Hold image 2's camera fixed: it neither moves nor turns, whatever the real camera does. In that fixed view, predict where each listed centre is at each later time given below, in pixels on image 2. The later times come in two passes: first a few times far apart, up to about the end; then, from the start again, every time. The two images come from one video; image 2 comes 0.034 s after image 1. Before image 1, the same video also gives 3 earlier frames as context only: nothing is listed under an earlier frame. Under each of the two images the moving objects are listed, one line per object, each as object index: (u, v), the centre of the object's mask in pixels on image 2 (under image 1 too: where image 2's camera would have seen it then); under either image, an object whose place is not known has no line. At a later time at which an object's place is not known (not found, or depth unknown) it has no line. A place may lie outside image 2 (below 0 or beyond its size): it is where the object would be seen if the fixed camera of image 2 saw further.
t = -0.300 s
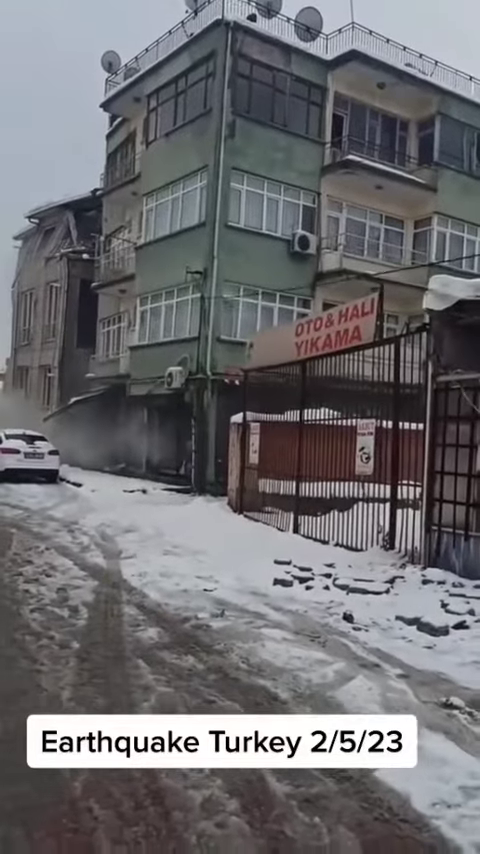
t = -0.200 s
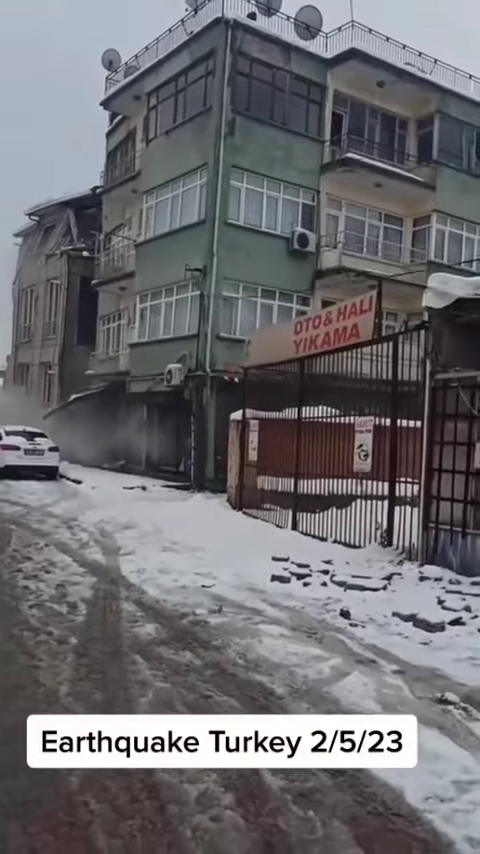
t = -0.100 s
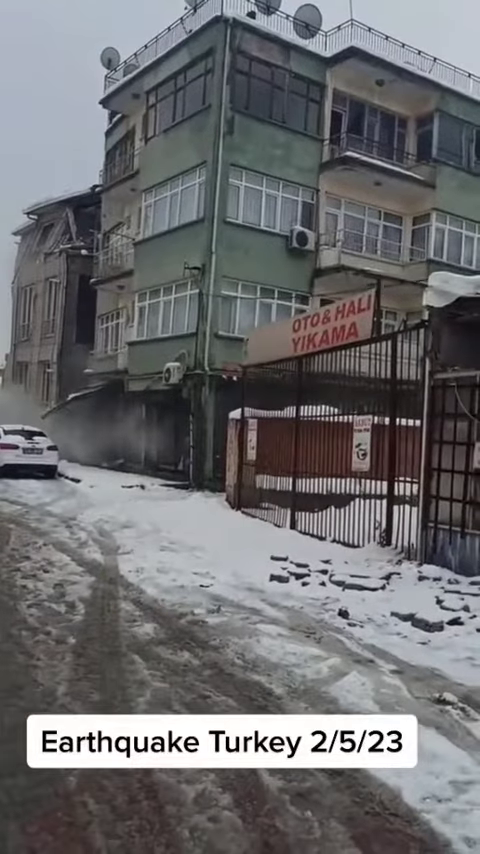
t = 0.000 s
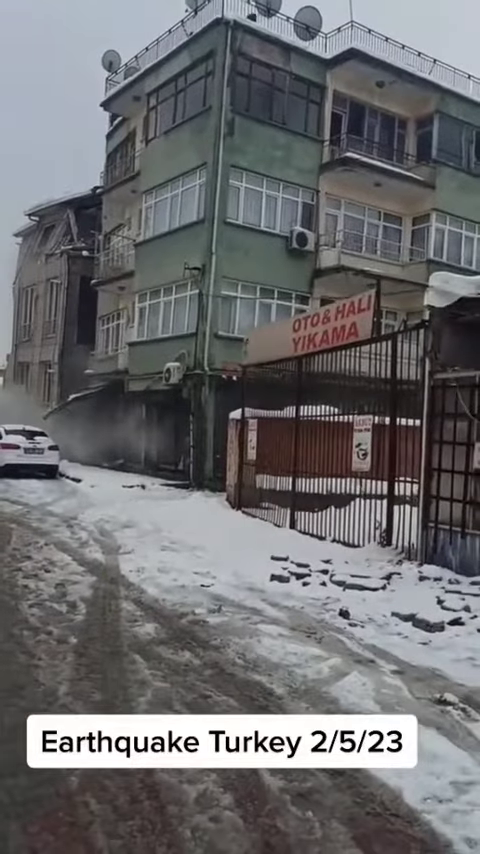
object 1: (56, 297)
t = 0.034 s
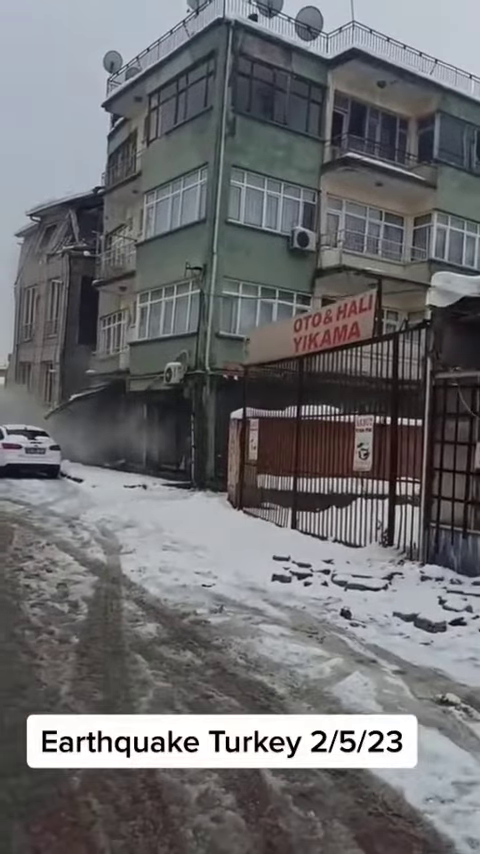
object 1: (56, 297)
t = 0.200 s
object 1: (56, 297)
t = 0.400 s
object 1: (55, 295)
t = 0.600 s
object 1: (55, 295)
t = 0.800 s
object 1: (54, 287)
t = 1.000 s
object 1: (53, 284)
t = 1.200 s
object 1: (51, 284)
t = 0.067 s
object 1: (56, 297)
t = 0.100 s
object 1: (56, 297)
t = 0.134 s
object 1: (56, 297)
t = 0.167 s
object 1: (56, 296)
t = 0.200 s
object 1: (56, 297)
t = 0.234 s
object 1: (56, 297)
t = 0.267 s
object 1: (55, 296)
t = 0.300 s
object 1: (55, 296)
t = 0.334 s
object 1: (55, 296)
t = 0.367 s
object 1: (55, 295)
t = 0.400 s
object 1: (55, 295)
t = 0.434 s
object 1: (55, 294)
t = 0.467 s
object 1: (55, 295)
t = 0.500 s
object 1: (55, 295)
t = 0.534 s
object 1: (55, 295)
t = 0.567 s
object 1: (55, 295)
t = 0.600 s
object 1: (55, 295)
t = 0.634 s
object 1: (55, 295)
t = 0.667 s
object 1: (55, 292)
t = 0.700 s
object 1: (54, 289)
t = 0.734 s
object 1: (54, 288)
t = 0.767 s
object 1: (54, 288)
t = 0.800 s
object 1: (54, 287)
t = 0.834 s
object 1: (54, 287)
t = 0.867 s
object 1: (53, 288)
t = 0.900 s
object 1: (53, 285)
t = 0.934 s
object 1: (53, 285)
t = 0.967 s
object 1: (53, 285)
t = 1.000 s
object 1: (53, 284)
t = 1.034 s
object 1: (52, 282)
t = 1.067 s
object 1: (52, 285)
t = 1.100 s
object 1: (52, 285)
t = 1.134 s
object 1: (52, 285)
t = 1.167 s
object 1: (51, 281)
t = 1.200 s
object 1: (51, 284)
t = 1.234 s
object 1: (51, 284)
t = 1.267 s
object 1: (51, 283)
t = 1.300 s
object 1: (51, 283)
